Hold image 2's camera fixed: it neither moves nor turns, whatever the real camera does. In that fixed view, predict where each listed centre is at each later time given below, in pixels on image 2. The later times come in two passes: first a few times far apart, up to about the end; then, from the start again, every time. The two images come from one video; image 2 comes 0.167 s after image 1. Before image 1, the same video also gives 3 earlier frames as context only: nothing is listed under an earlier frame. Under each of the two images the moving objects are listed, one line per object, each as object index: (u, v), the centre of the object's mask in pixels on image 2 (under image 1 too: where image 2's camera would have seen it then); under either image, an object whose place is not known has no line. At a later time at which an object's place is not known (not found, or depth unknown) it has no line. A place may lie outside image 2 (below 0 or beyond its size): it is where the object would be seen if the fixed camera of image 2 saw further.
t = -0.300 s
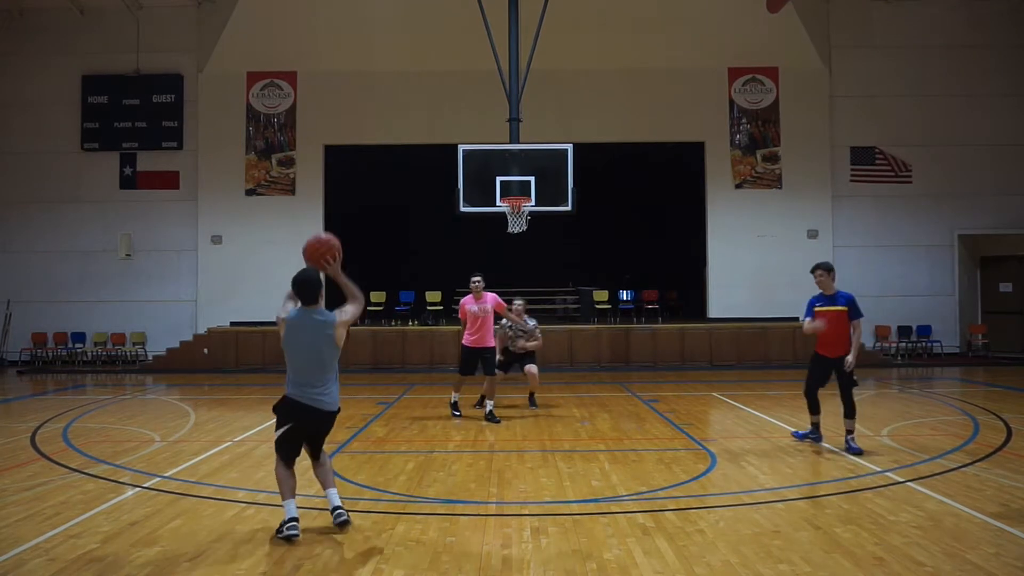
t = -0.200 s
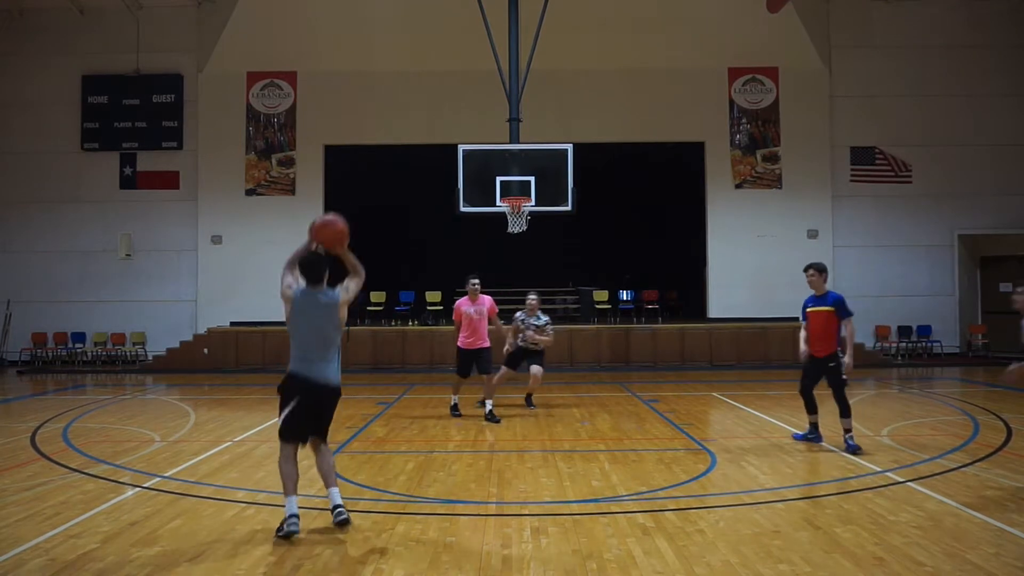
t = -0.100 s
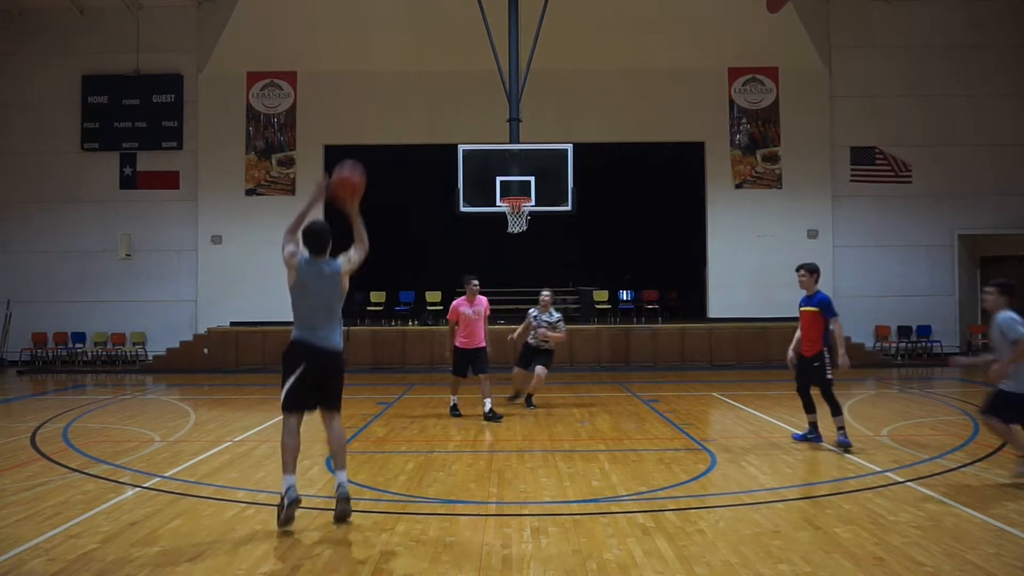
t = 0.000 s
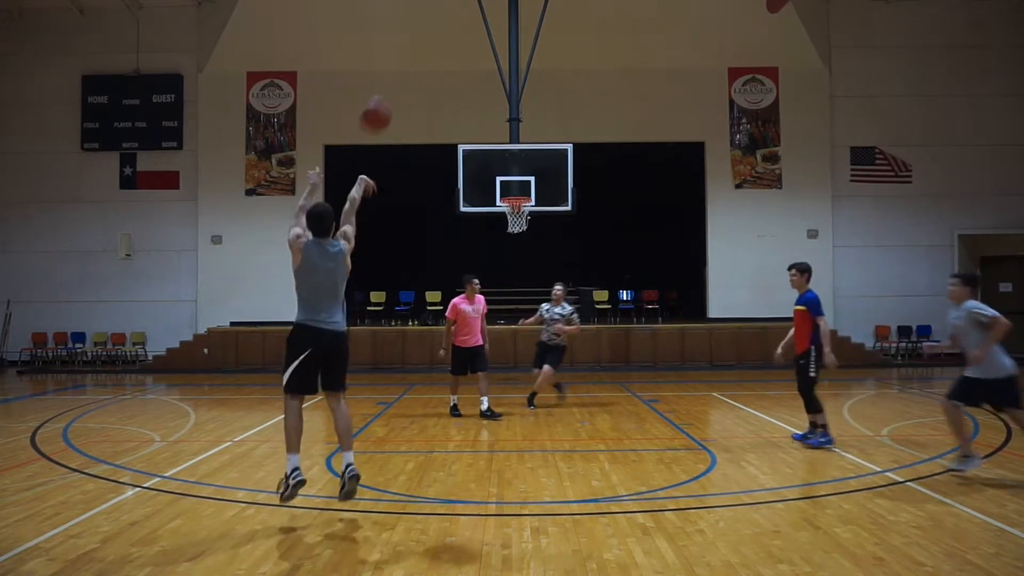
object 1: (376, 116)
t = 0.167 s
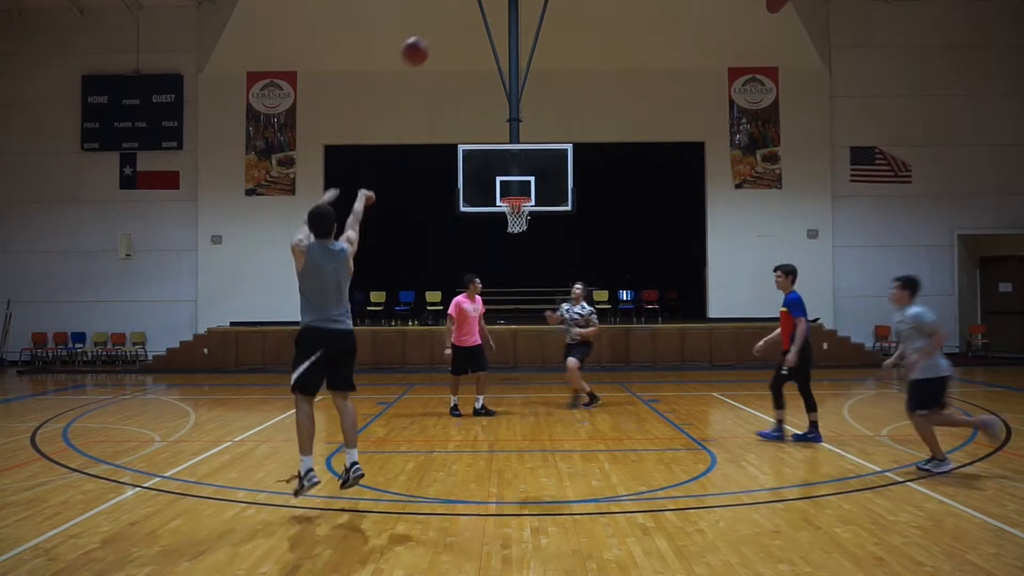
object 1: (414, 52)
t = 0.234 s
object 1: (428, 39)
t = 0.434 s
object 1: (458, 30)
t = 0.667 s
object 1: (485, 61)
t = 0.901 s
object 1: (505, 120)
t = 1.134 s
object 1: (520, 191)
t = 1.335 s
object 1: (525, 179)
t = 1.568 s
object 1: (532, 191)
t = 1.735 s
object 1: (542, 195)
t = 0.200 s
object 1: (421, 44)
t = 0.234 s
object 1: (428, 39)
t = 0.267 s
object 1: (434, 34)
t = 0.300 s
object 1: (439, 32)
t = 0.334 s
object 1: (444, 30)
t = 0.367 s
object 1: (449, 29)
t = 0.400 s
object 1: (454, 29)
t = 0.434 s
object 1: (458, 30)
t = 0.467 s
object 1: (462, 33)
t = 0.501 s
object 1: (467, 35)
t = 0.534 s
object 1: (471, 40)
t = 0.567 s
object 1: (474, 44)
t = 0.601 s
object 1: (478, 49)
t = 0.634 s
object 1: (481, 55)
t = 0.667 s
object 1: (485, 61)
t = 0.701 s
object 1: (488, 68)
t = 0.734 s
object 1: (491, 76)
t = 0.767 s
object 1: (495, 84)
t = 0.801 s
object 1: (497, 93)
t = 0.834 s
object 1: (500, 101)
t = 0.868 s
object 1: (503, 111)
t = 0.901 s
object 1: (505, 120)
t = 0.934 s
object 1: (508, 130)
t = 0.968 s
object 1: (511, 141)
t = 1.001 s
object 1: (513, 153)
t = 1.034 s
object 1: (515, 162)
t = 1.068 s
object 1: (517, 174)
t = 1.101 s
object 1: (519, 189)
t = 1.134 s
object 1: (520, 191)
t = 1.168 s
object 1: (521, 190)
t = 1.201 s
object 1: (522, 187)
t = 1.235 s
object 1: (523, 183)
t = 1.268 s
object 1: (523, 181)
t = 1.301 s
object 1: (524, 180)
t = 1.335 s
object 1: (525, 179)
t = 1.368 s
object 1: (526, 179)
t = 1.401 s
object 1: (527, 180)
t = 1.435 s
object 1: (527, 182)
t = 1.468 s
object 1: (528, 184)
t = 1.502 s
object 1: (529, 187)
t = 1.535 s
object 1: (530, 190)
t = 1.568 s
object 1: (532, 191)
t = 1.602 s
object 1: (534, 190)
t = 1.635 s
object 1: (536, 191)
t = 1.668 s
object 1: (538, 191)
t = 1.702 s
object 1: (540, 193)
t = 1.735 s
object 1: (542, 195)
